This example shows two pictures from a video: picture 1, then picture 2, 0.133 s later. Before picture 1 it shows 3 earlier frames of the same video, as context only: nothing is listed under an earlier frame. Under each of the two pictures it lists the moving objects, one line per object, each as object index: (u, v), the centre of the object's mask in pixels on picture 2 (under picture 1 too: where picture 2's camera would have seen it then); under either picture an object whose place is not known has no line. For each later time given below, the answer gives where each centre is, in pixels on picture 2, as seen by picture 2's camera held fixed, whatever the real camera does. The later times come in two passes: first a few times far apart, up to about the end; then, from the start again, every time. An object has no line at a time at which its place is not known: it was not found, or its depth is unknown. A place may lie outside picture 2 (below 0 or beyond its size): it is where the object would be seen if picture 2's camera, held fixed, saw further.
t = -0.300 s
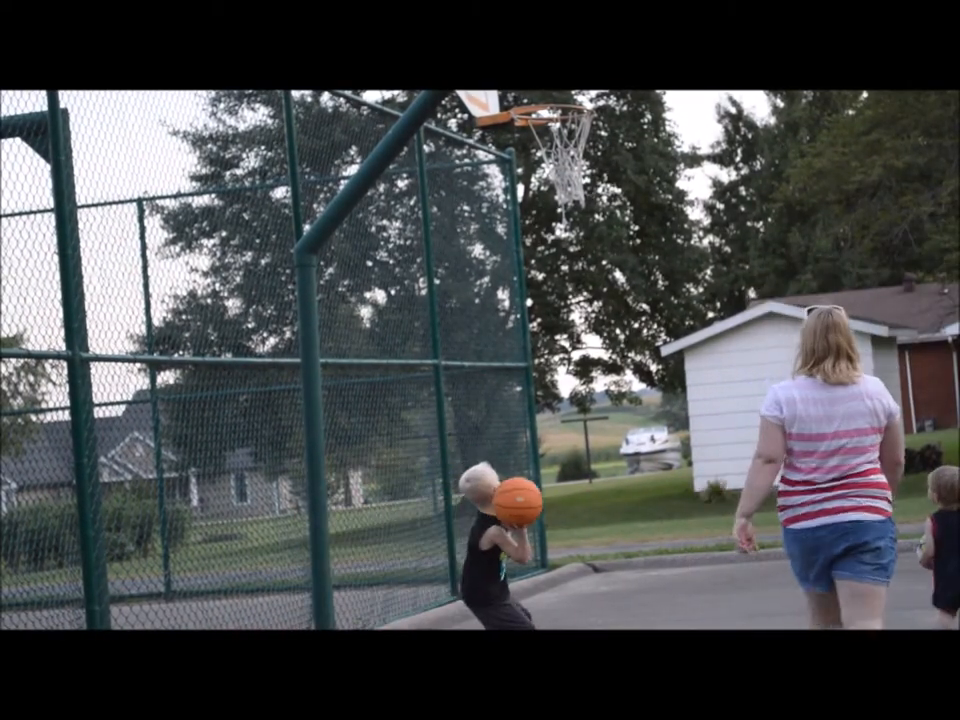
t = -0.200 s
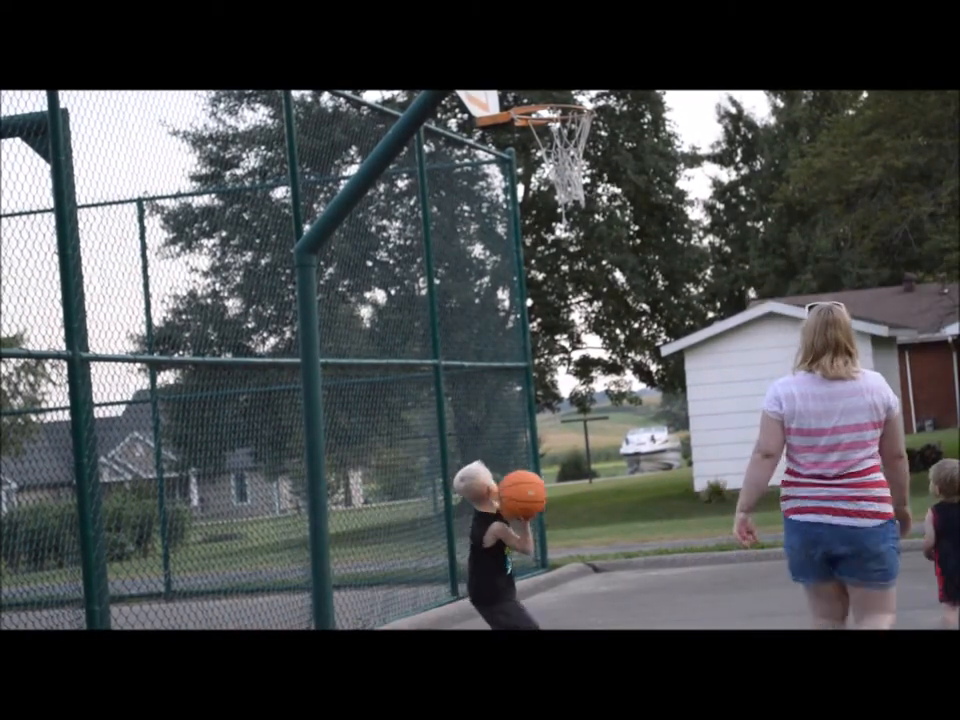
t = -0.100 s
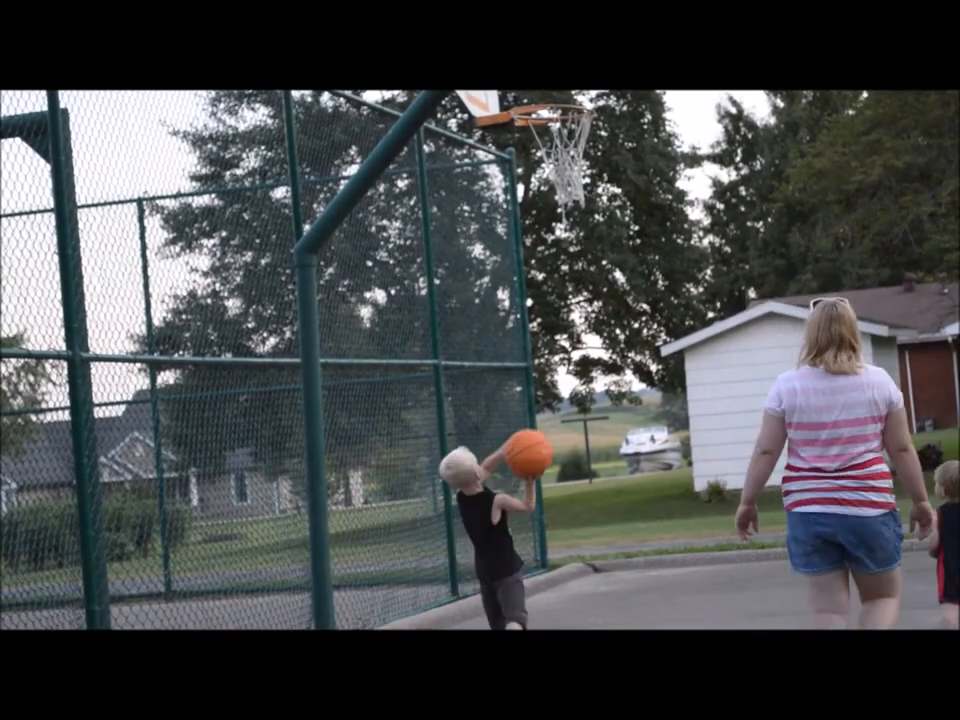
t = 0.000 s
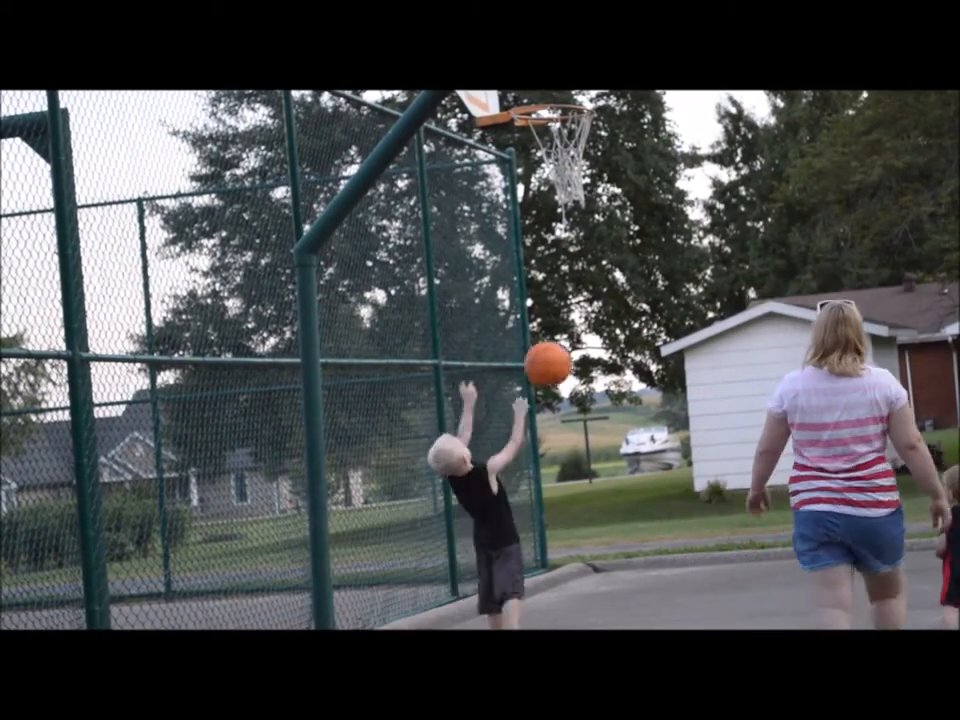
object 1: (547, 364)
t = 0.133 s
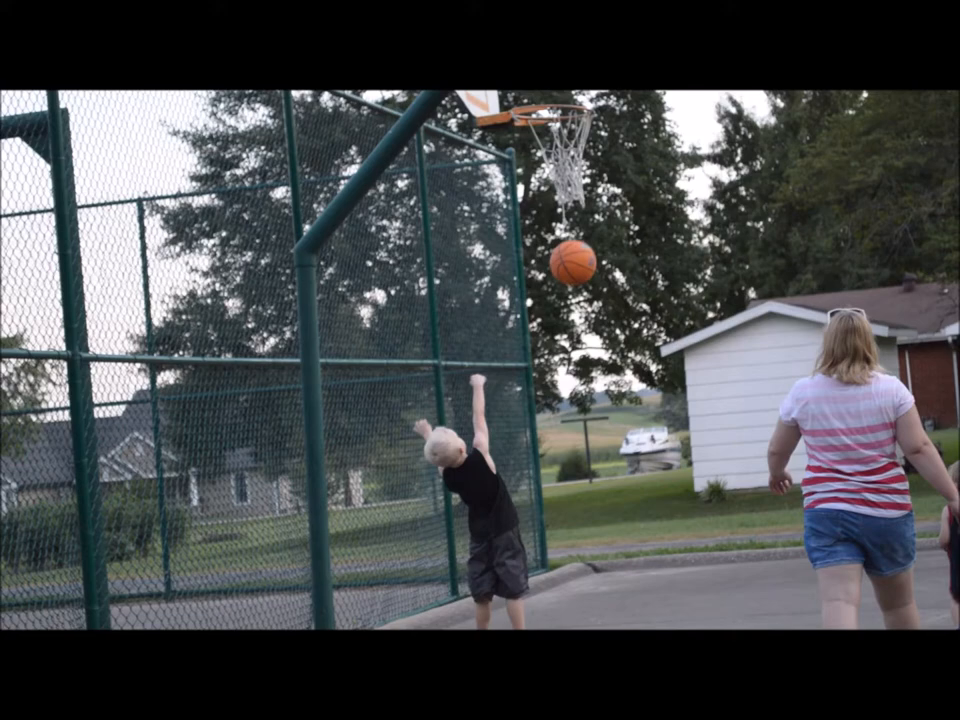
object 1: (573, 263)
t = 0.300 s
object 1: (605, 187)
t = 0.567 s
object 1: (659, 177)
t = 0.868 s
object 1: (725, 308)
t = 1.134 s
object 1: (786, 538)
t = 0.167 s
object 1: (579, 243)
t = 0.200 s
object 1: (585, 226)
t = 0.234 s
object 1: (591, 211)
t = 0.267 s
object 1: (598, 198)
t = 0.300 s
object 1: (605, 187)
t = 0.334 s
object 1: (611, 178)
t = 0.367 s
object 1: (618, 172)
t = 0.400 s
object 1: (625, 168)
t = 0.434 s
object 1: (632, 166)
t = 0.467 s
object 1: (638, 166)
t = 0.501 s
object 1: (645, 168)
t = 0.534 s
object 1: (652, 171)
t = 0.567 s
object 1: (659, 177)
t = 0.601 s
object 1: (665, 185)
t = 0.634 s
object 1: (672, 194)
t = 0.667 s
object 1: (679, 205)
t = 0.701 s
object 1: (687, 218)
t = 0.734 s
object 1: (694, 233)
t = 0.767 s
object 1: (702, 249)
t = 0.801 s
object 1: (709, 267)
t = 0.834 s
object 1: (717, 287)
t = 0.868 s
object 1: (725, 308)
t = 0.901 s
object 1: (732, 332)
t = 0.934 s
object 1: (739, 358)
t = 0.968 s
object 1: (747, 384)
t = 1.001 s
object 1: (754, 412)
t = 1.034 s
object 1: (762, 441)
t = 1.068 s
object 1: (770, 471)
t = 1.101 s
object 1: (778, 504)
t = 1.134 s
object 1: (786, 538)
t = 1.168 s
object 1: (794, 574)
